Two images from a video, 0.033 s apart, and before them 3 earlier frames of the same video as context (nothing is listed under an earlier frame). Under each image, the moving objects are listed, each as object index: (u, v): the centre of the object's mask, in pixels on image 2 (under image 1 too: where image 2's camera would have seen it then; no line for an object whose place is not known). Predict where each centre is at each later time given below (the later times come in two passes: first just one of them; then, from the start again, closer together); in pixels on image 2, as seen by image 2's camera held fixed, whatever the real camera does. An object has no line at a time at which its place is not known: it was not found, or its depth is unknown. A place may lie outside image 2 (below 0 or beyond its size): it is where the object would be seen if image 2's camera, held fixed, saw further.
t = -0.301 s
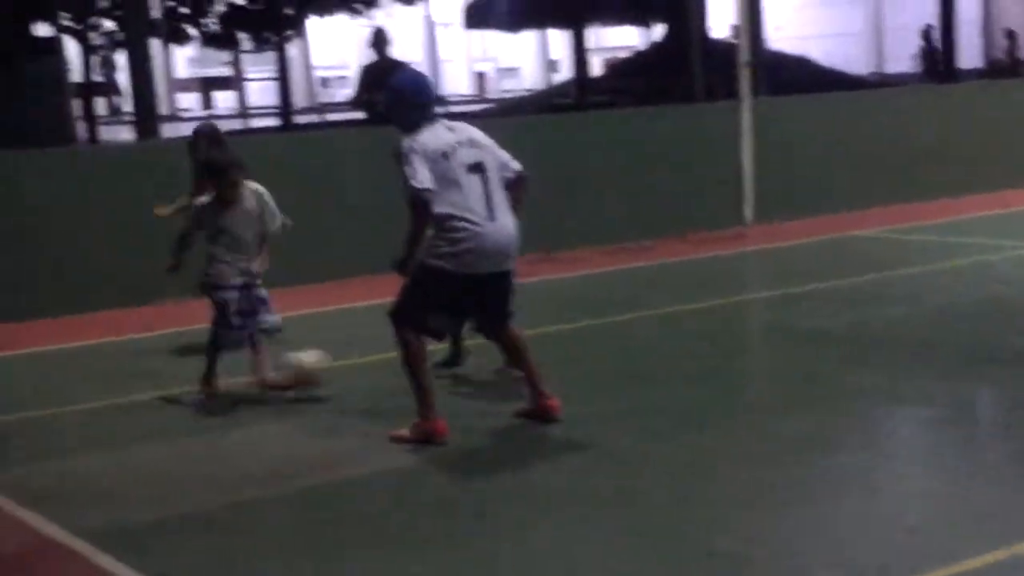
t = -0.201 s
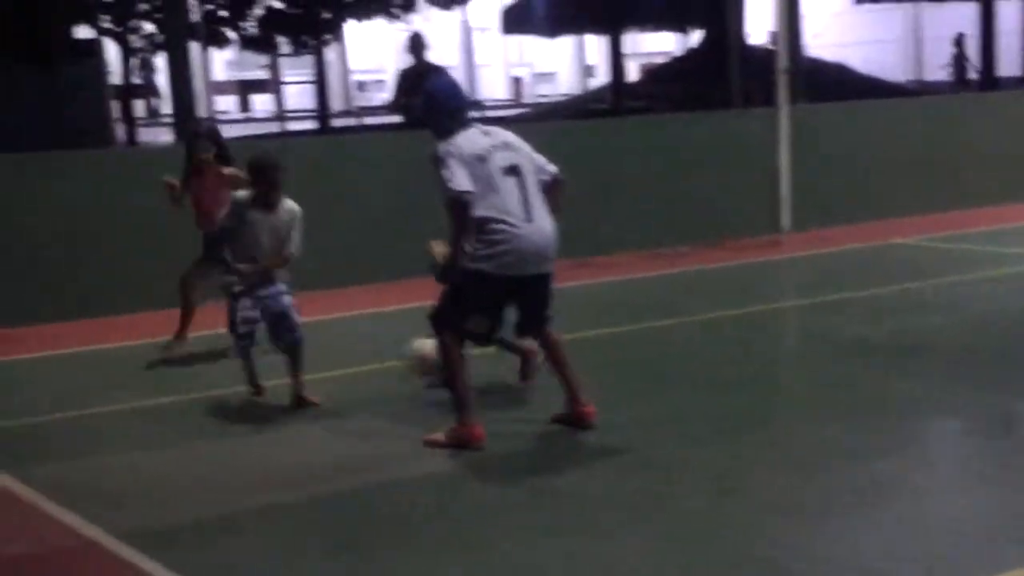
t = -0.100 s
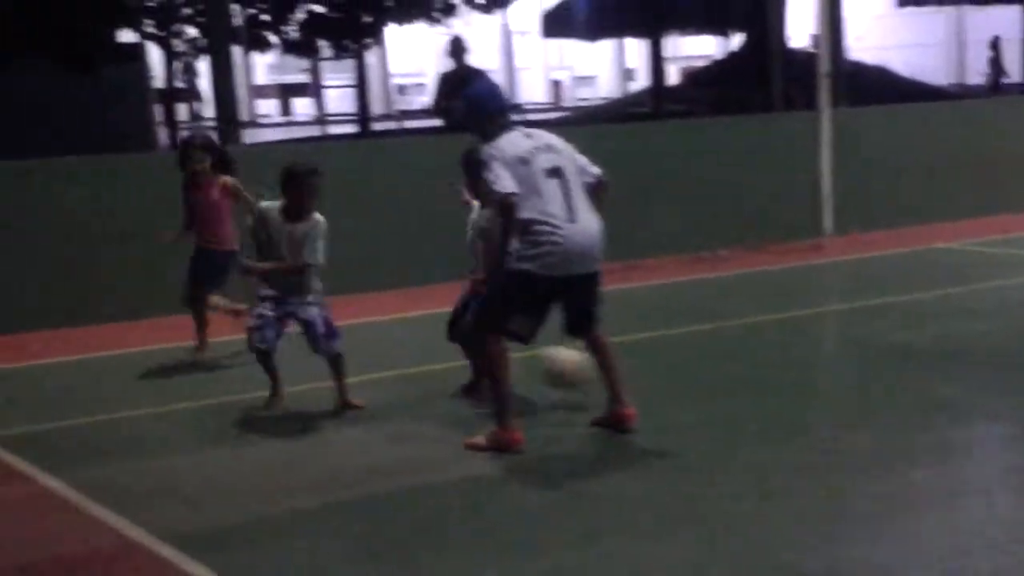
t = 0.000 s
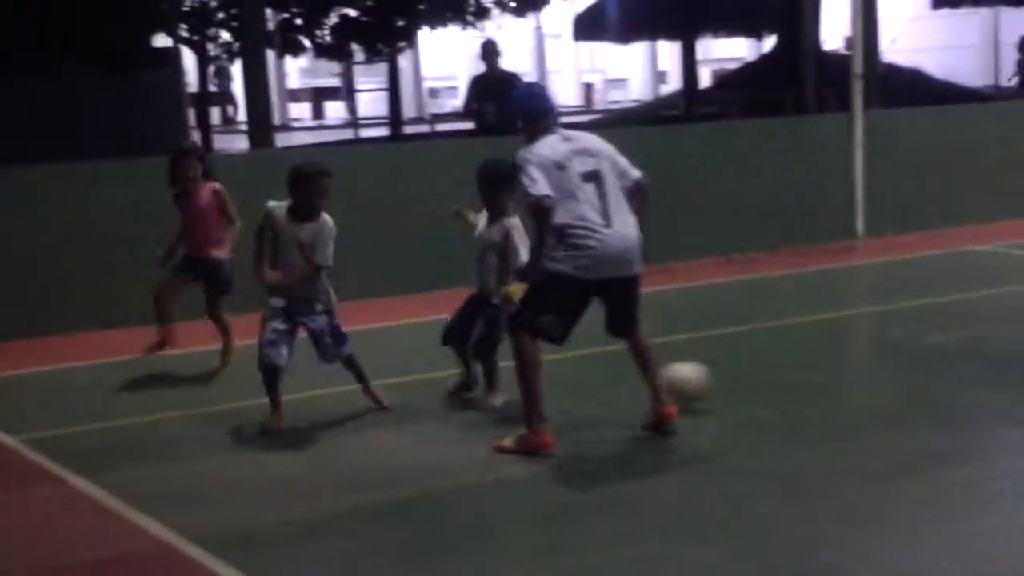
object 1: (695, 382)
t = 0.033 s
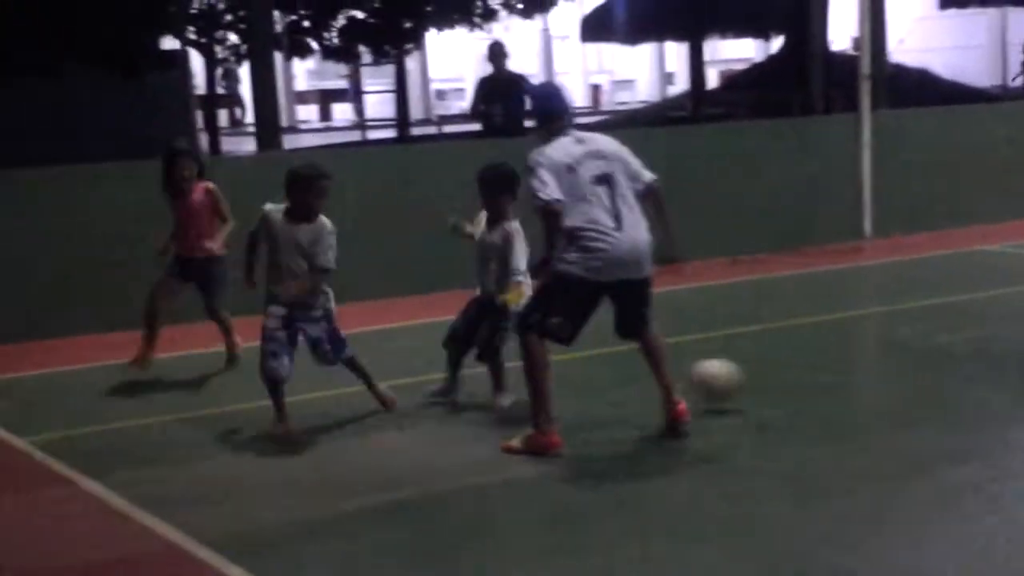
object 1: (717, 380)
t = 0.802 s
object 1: (1248, 410)
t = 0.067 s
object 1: (740, 379)
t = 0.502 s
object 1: (1029, 400)
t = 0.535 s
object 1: (1051, 402)
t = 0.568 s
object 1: (1074, 402)
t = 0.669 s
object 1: (1149, 406)
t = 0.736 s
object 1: (1206, 408)
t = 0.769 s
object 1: (1230, 408)
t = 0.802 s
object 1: (1248, 410)
